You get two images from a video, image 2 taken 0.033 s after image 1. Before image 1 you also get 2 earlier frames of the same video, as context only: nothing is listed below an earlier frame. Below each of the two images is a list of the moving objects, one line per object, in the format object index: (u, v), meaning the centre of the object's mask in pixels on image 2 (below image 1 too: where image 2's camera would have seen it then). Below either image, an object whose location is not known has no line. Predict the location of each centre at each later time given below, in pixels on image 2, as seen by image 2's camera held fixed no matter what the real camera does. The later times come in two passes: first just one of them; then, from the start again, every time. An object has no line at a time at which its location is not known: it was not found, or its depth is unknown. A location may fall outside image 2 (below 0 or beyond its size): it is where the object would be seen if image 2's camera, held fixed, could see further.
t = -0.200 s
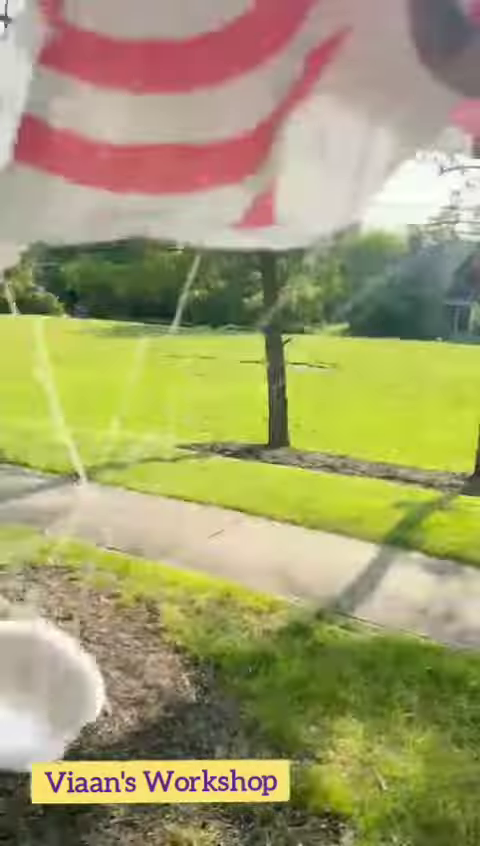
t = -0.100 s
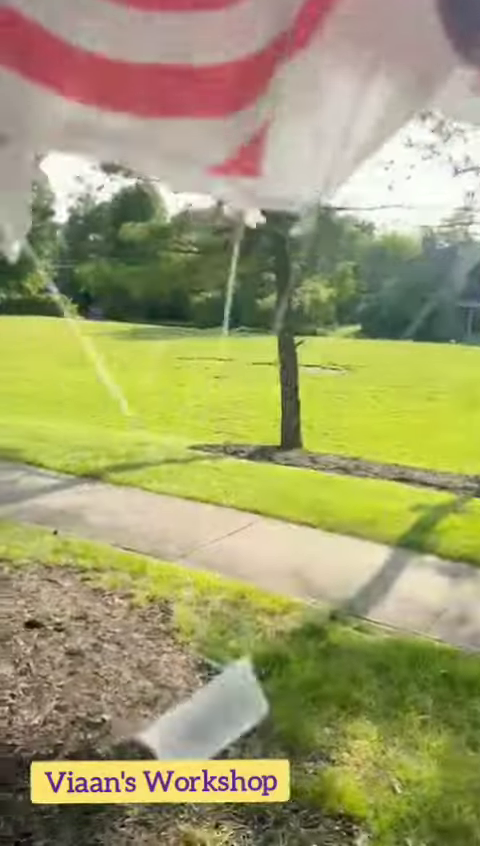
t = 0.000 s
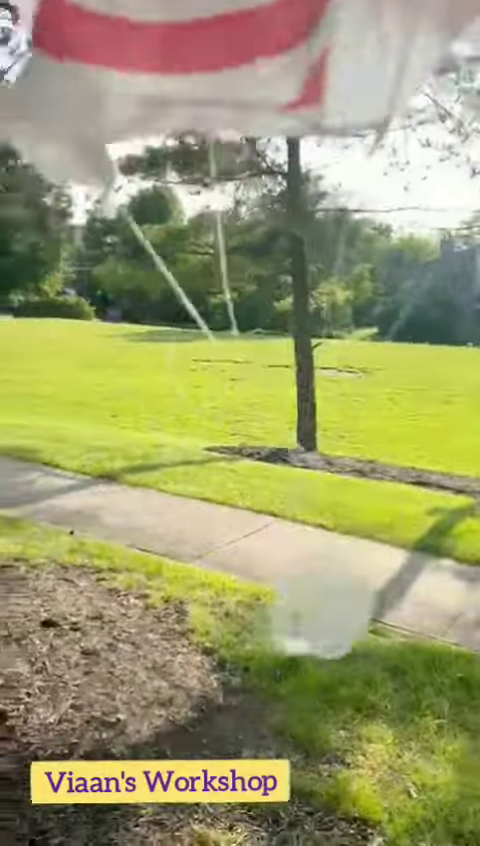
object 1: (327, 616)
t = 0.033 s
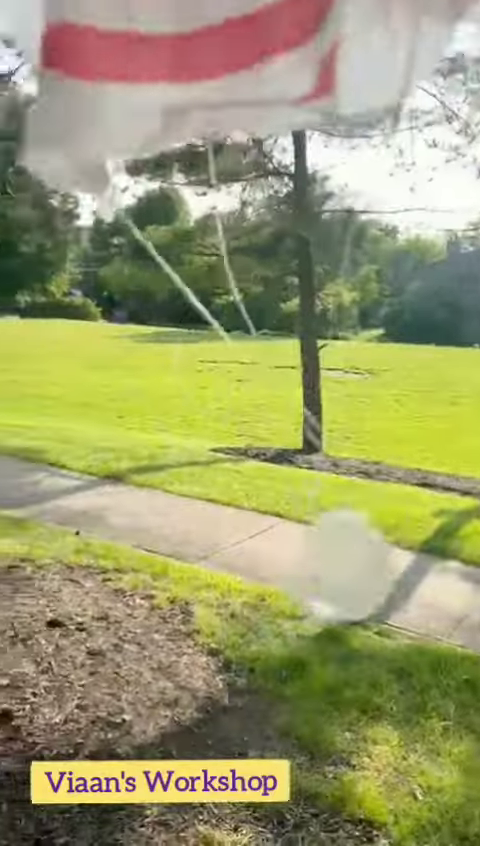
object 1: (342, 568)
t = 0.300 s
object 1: (292, 500)
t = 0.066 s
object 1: (346, 548)
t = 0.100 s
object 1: (349, 536)
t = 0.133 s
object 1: (356, 504)
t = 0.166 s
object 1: (354, 500)
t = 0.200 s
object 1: (347, 497)
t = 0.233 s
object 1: (333, 496)
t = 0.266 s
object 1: (313, 496)
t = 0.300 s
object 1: (292, 500)
